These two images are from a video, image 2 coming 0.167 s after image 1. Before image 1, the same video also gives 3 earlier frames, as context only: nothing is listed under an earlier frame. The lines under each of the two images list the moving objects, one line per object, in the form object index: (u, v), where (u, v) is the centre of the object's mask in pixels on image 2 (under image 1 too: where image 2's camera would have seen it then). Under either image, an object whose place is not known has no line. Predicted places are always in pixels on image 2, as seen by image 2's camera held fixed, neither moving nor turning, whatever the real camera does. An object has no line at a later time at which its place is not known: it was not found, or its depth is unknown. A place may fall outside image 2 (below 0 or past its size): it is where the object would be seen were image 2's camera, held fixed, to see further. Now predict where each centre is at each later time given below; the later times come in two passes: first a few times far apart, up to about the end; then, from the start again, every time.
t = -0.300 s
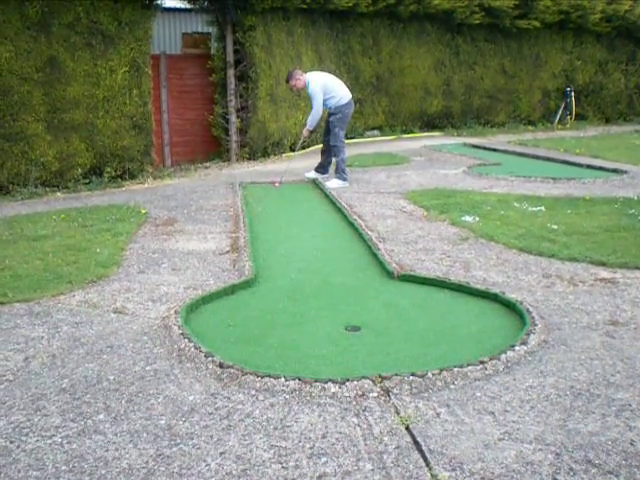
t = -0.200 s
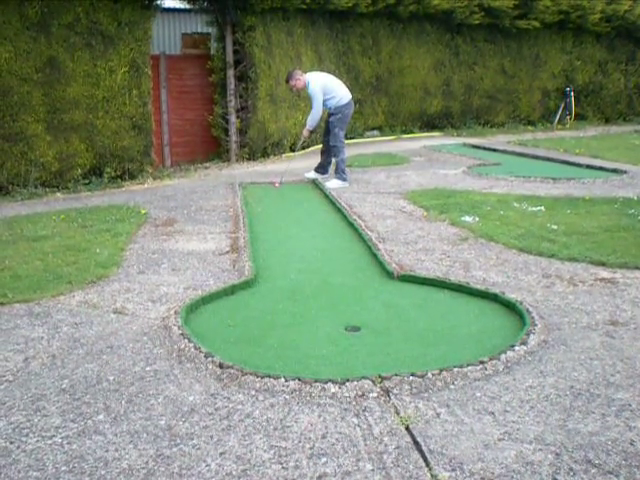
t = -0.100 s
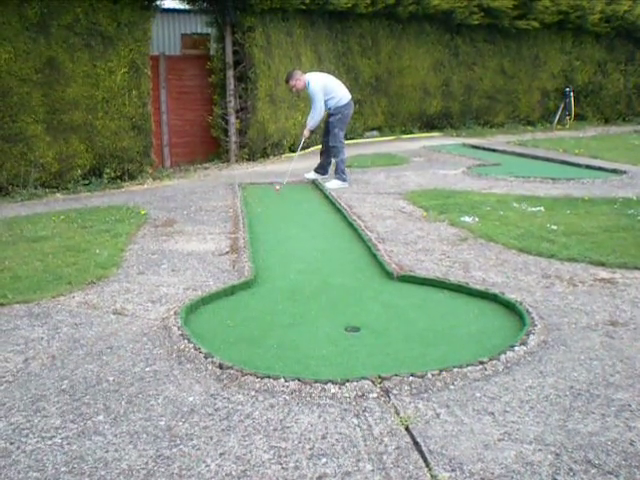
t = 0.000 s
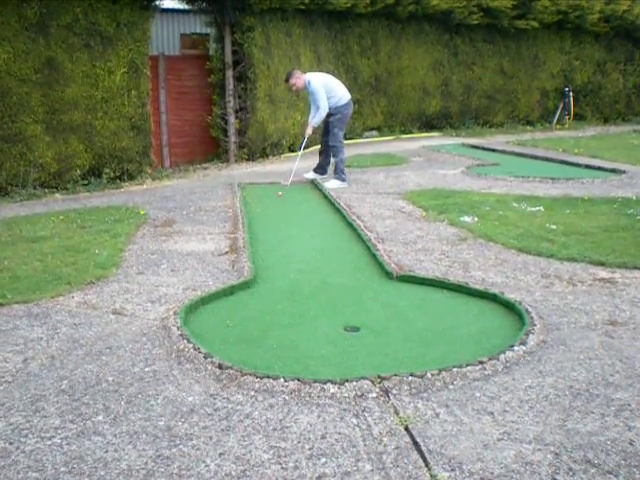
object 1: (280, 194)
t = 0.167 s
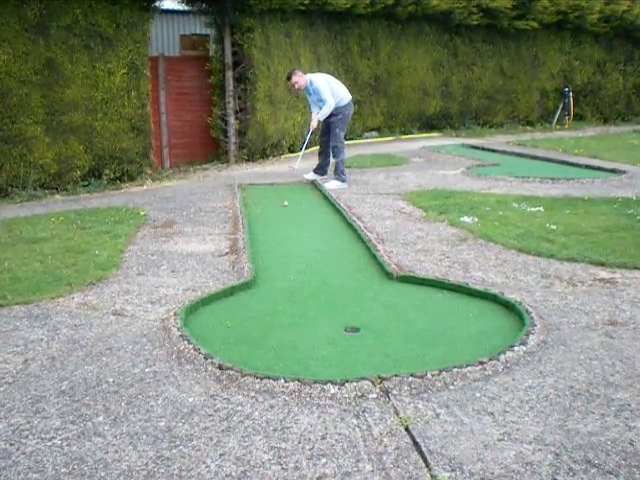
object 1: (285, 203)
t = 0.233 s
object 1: (287, 208)
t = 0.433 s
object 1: (293, 219)
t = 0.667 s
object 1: (301, 236)
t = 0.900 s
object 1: (310, 256)
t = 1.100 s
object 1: (319, 278)
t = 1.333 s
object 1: (330, 308)
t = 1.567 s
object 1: (344, 344)
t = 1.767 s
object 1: (357, 376)
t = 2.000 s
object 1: (347, 364)
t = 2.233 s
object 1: (341, 352)
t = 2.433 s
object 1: (337, 344)
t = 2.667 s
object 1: (332, 335)
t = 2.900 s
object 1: (328, 328)
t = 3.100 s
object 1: (325, 324)
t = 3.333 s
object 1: (324, 320)
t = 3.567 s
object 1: (322, 318)
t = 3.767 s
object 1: (320, 317)
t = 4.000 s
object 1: (320, 317)
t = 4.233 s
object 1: (321, 317)
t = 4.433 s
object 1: (320, 317)
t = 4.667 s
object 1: (320, 317)
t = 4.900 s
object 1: (320, 317)
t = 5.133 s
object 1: (320, 317)
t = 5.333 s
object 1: (320, 317)
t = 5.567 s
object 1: (320, 317)
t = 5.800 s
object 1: (320, 317)
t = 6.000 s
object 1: (321, 317)
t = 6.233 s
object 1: (320, 317)
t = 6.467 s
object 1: (320, 317)
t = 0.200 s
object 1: (285, 206)
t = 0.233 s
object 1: (287, 208)
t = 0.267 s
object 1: (288, 210)
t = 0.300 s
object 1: (289, 212)
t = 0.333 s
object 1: (290, 213)
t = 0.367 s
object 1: (291, 215)
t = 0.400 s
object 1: (292, 217)
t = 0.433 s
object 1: (293, 219)
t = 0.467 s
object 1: (295, 221)
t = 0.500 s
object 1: (295, 224)
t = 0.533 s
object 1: (297, 226)
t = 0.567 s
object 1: (298, 228)
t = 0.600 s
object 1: (299, 230)
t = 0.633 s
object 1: (300, 232)
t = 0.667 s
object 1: (301, 236)
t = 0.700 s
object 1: (302, 238)
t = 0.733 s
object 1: (303, 241)
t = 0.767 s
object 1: (305, 245)
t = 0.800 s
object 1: (306, 247)
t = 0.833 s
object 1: (307, 251)
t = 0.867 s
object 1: (309, 253)
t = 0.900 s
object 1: (310, 256)
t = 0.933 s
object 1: (312, 260)
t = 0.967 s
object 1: (313, 264)
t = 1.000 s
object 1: (315, 267)
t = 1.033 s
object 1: (316, 271)
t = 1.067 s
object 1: (318, 275)
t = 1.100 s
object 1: (319, 278)
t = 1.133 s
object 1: (321, 282)
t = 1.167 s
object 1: (322, 286)
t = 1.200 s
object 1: (324, 290)
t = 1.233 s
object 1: (325, 294)
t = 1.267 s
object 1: (327, 299)
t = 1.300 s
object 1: (329, 304)
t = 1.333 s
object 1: (330, 308)
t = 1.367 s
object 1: (332, 313)
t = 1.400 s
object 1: (334, 318)
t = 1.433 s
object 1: (336, 323)
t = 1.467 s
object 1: (338, 329)
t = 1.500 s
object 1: (340, 333)
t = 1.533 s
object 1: (342, 338)
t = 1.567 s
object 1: (344, 344)
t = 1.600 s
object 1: (346, 349)
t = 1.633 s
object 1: (348, 355)
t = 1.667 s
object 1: (350, 361)
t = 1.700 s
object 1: (352, 367)
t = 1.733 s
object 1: (354, 373)
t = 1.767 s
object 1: (357, 376)
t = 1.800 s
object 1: (356, 375)
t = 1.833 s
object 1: (355, 373)
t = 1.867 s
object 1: (352, 370)
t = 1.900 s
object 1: (351, 370)
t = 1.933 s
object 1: (349, 367)
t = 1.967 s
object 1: (348, 365)
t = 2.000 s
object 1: (347, 364)
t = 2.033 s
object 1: (346, 362)
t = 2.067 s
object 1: (345, 360)
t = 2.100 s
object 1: (345, 359)
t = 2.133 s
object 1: (344, 357)
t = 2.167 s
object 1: (343, 355)
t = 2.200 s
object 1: (342, 354)
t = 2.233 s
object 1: (341, 352)
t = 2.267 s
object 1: (341, 350)
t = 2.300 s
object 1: (340, 349)
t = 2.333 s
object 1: (339, 347)
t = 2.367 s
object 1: (339, 346)
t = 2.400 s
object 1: (338, 345)
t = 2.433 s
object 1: (337, 344)
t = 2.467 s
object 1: (336, 342)
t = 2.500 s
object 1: (336, 341)
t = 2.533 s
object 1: (335, 340)
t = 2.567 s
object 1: (334, 339)
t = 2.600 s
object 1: (334, 337)
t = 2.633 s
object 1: (333, 336)
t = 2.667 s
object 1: (332, 335)
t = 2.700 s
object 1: (332, 334)
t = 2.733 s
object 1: (331, 333)
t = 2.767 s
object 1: (330, 332)
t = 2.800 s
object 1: (330, 331)
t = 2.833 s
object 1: (329, 330)
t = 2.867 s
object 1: (328, 329)
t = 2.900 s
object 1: (328, 328)
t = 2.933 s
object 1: (327, 327)
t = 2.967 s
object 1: (327, 327)
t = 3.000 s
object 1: (326, 326)
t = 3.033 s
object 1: (326, 325)
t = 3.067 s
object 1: (326, 324)
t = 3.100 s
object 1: (325, 324)
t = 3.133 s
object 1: (325, 323)
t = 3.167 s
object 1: (324, 323)
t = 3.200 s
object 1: (324, 322)
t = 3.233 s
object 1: (324, 322)
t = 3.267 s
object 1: (324, 321)
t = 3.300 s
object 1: (324, 320)
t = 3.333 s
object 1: (324, 320)
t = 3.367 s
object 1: (324, 320)
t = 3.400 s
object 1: (323, 319)
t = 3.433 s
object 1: (323, 319)
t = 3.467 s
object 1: (322, 318)
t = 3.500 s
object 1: (322, 318)
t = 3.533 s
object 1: (322, 318)
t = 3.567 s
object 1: (322, 318)
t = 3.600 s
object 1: (321, 317)
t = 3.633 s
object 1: (321, 317)
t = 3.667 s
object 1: (321, 317)
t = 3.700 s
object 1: (321, 317)
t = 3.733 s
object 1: (321, 317)
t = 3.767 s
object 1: (320, 317)
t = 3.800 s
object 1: (320, 317)
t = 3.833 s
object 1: (320, 317)
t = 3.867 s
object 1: (320, 316)
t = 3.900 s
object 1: (320, 317)
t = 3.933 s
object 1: (320, 317)
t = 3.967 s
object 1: (320, 317)
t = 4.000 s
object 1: (320, 317)
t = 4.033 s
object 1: (321, 317)
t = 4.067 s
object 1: (320, 317)
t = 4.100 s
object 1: (321, 317)
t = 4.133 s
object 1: (321, 317)
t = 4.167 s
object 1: (321, 317)
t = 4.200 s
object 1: (321, 317)
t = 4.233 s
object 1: (321, 317)
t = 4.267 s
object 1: (320, 317)
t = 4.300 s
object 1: (321, 317)
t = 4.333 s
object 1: (321, 317)
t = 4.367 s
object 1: (321, 317)
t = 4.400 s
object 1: (321, 317)
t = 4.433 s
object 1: (320, 317)
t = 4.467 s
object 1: (320, 317)
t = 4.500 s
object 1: (320, 317)
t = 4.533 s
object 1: (320, 317)
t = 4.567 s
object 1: (320, 317)
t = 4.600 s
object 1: (320, 317)
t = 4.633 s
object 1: (320, 317)
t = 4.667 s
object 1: (320, 317)
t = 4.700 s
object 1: (320, 317)
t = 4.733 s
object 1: (320, 317)
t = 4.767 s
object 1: (320, 317)
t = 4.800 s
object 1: (320, 317)
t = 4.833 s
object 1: (320, 317)
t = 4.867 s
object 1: (320, 317)
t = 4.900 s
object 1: (320, 317)
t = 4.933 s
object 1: (320, 317)
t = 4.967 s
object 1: (321, 317)
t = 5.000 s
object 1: (321, 317)
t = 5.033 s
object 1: (320, 317)
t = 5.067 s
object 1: (320, 317)
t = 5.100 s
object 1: (320, 317)
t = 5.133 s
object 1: (320, 317)
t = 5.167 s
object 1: (320, 317)
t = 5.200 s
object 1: (320, 317)
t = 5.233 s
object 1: (320, 317)
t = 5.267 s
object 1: (320, 317)
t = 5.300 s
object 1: (320, 317)
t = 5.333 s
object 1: (320, 317)
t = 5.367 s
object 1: (320, 317)
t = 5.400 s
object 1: (321, 317)
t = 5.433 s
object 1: (320, 317)
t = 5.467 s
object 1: (320, 317)
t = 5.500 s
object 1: (321, 317)
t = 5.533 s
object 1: (320, 317)
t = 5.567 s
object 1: (320, 317)
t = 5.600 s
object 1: (320, 317)
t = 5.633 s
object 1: (320, 317)
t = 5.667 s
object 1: (320, 317)
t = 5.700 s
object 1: (320, 317)
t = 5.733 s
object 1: (320, 317)
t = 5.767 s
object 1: (320, 317)
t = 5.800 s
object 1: (320, 317)
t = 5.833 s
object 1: (320, 317)
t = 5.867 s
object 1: (320, 317)
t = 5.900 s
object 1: (320, 317)
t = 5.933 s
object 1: (320, 317)
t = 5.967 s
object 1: (320, 317)
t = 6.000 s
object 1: (321, 317)
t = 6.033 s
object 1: (321, 317)
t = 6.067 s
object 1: (320, 317)
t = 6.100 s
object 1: (320, 317)
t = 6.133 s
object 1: (321, 317)
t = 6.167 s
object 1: (321, 317)
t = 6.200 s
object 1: (320, 317)
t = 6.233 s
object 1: (320, 317)
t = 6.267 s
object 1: (320, 317)
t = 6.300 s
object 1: (320, 317)
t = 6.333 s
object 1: (320, 317)
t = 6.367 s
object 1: (320, 317)
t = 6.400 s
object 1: (320, 317)
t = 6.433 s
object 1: (320, 317)
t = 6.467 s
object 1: (320, 317)
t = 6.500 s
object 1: (320, 317)
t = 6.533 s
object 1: (320, 316)
